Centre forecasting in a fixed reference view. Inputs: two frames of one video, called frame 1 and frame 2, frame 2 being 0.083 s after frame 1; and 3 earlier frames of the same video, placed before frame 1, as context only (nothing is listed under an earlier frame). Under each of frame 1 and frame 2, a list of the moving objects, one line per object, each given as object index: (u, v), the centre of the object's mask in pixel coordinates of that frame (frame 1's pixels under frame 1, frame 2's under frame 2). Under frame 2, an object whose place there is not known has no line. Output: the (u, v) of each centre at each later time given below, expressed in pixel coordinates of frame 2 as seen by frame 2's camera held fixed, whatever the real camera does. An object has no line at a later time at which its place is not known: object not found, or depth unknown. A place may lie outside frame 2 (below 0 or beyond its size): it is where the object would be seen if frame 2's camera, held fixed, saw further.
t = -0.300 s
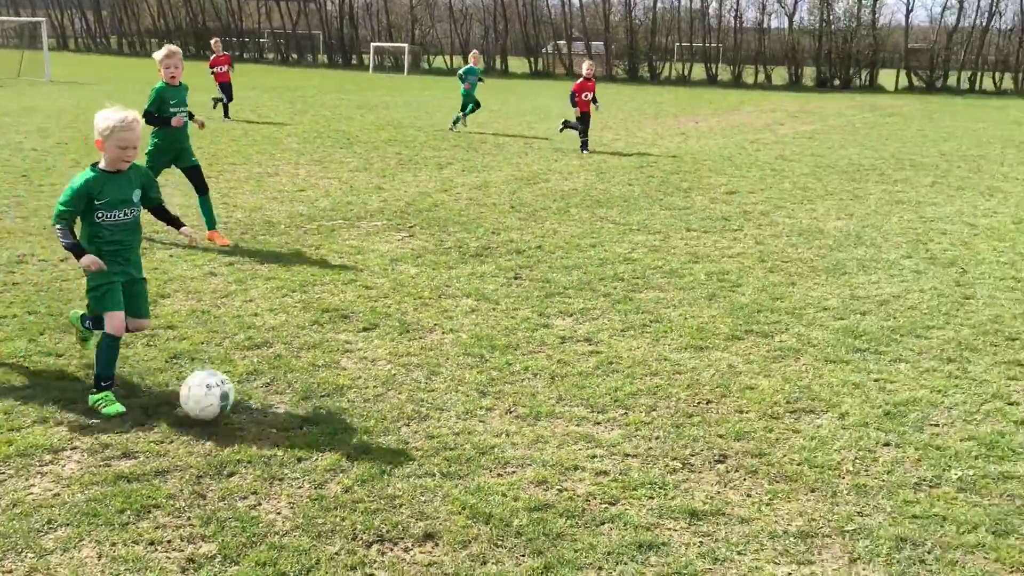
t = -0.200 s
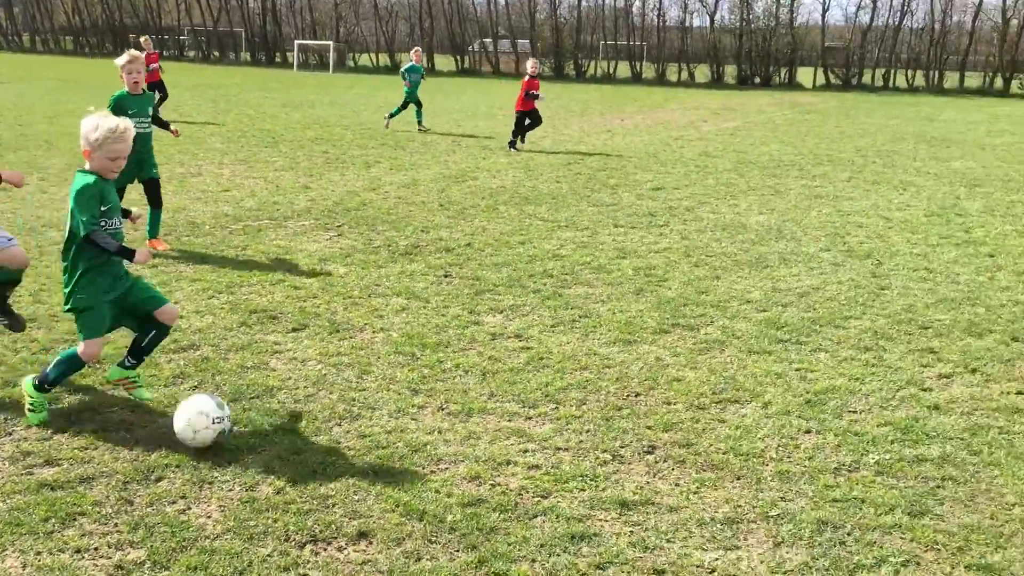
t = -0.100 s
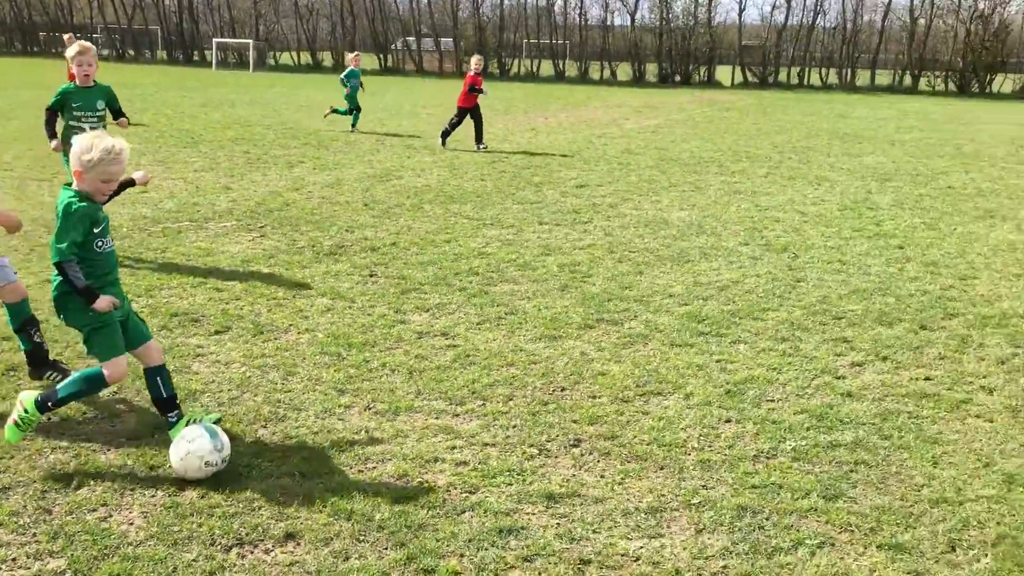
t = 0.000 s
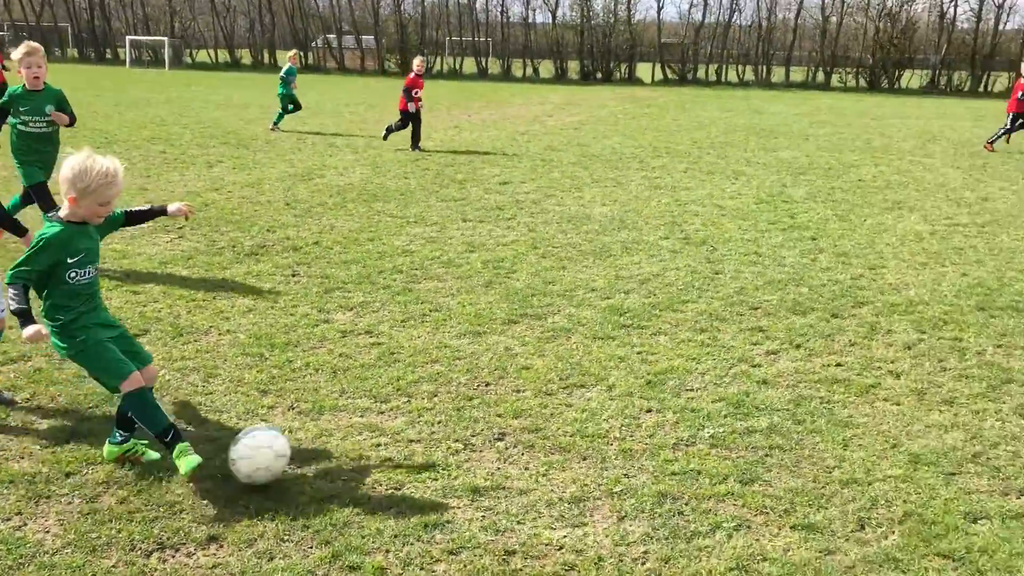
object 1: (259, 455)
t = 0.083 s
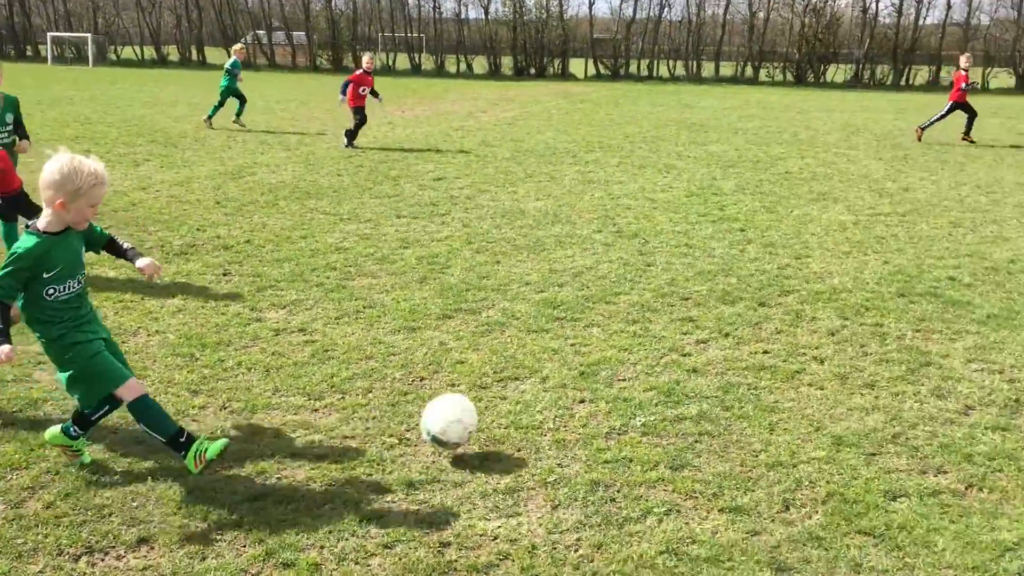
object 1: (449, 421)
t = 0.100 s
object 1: (496, 418)
